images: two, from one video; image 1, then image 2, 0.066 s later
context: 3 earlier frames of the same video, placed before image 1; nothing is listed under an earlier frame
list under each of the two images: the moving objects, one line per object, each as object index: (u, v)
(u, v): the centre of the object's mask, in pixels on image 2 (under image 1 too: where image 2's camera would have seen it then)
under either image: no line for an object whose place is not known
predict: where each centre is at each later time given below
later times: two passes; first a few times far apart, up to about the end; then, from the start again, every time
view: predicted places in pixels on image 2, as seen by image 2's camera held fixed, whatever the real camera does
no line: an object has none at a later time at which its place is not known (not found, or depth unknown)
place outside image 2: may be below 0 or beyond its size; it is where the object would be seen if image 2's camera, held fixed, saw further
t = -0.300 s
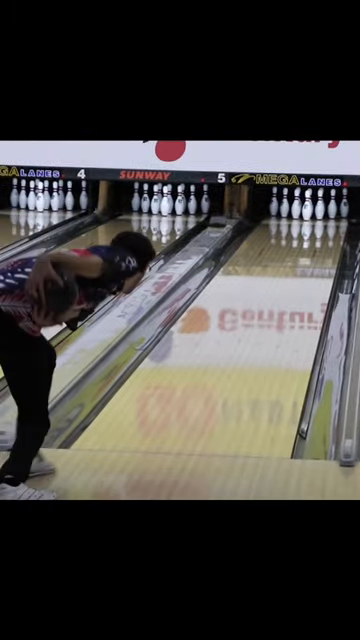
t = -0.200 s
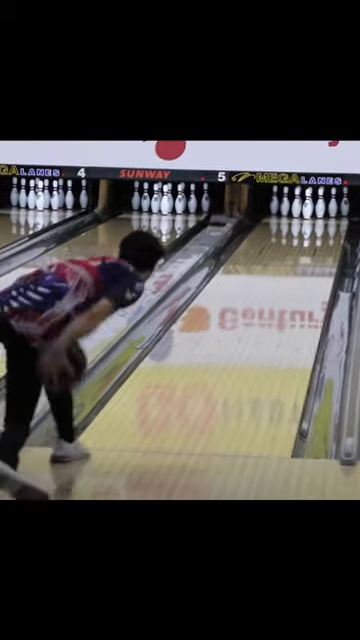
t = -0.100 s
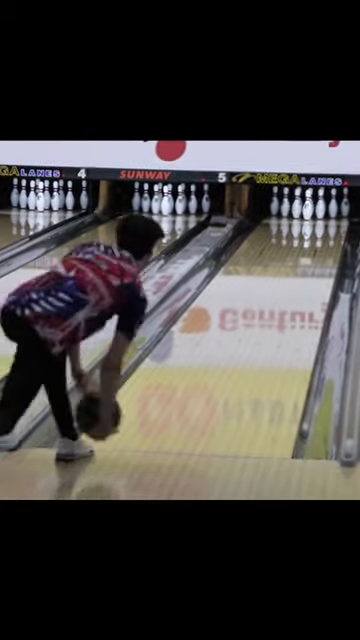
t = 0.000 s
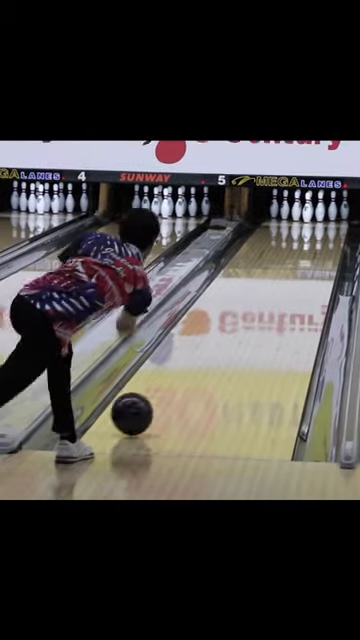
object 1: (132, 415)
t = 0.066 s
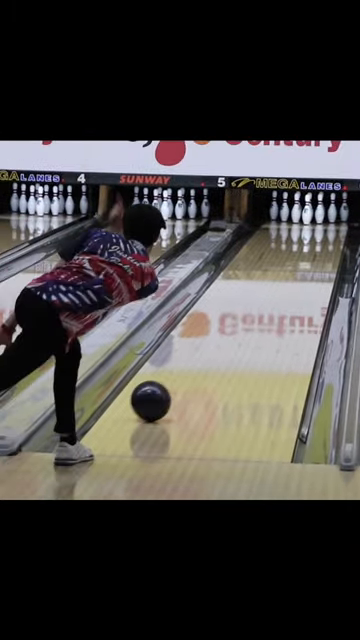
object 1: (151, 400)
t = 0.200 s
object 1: (183, 373)
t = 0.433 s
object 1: (227, 335)
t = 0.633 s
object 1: (256, 310)
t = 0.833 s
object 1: (279, 289)
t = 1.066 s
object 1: (300, 269)
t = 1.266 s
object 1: (313, 254)
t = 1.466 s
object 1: (322, 242)
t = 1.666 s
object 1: (324, 232)
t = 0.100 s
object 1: (159, 393)
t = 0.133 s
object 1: (168, 386)
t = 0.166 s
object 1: (176, 379)
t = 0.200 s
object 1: (183, 373)
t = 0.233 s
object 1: (190, 367)
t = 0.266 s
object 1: (197, 361)
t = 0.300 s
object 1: (204, 355)
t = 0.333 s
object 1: (210, 350)
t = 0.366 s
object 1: (216, 345)
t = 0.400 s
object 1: (222, 340)
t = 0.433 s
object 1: (227, 335)
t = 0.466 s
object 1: (233, 331)
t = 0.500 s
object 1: (238, 326)
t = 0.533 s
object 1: (242, 322)
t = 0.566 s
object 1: (247, 318)
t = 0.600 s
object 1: (252, 314)
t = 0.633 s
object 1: (256, 310)
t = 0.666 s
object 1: (261, 306)
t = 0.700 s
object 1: (265, 302)
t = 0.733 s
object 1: (268, 299)
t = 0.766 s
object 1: (272, 295)
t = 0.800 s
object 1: (276, 292)
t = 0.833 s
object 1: (279, 289)
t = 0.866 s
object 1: (282, 286)
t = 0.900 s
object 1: (286, 283)
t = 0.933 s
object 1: (289, 280)
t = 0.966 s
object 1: (292, 277)
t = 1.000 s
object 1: (295, 274)
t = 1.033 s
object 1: (297, 272)
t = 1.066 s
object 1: (300, 269)
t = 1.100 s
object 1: (302, 267)
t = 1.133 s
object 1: (305, 264)
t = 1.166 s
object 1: (307, 262)
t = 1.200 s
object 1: (309, 259)
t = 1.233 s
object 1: (311, 257)
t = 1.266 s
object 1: (313, 254)
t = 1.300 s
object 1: (314, 252)
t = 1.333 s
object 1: (316, 250)
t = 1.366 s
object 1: (318, 248)
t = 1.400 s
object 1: (319, 246)
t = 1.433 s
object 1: (320, 244)
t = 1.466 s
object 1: (322, 242)
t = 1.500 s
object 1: (322, 240)
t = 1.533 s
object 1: (323, 239)
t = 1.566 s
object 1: (324, 237)
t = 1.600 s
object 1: (324, 236)
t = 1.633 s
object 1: (324, 233)
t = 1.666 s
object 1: (324, 232)
